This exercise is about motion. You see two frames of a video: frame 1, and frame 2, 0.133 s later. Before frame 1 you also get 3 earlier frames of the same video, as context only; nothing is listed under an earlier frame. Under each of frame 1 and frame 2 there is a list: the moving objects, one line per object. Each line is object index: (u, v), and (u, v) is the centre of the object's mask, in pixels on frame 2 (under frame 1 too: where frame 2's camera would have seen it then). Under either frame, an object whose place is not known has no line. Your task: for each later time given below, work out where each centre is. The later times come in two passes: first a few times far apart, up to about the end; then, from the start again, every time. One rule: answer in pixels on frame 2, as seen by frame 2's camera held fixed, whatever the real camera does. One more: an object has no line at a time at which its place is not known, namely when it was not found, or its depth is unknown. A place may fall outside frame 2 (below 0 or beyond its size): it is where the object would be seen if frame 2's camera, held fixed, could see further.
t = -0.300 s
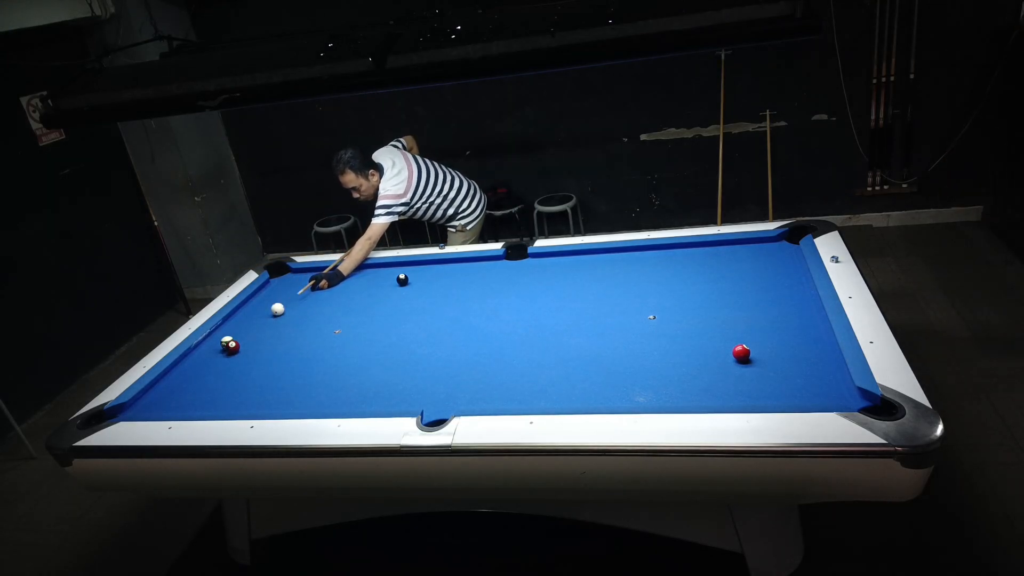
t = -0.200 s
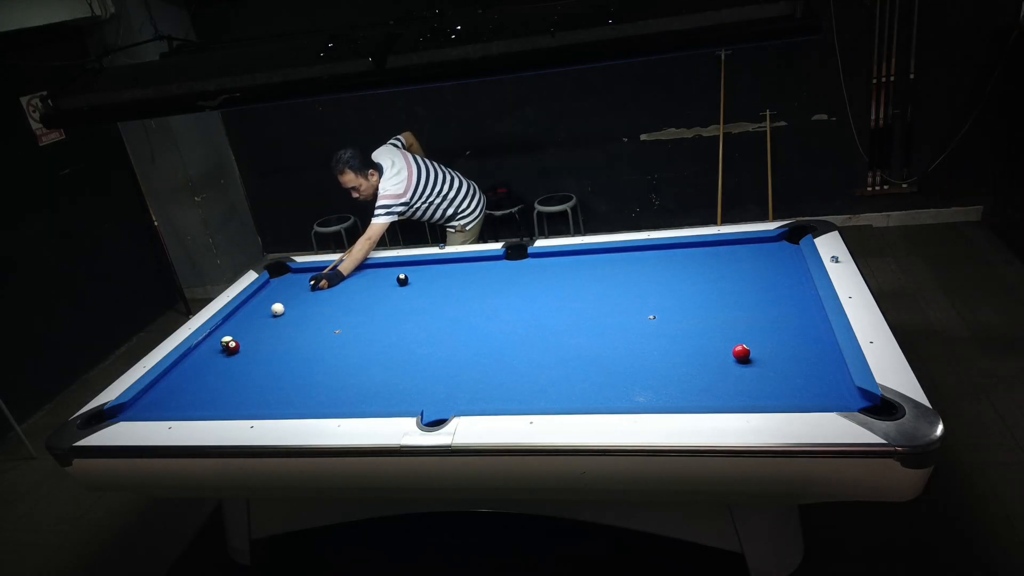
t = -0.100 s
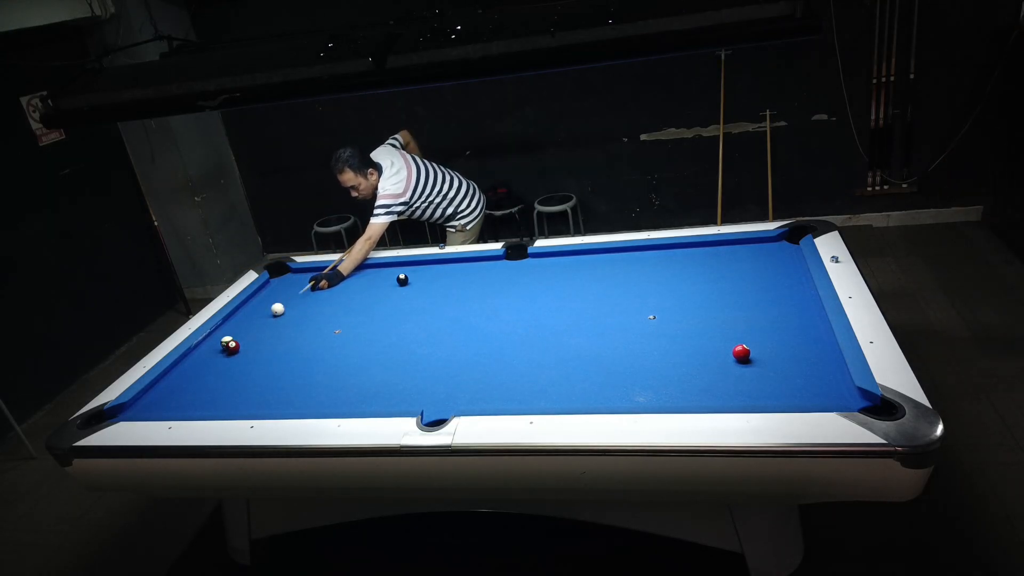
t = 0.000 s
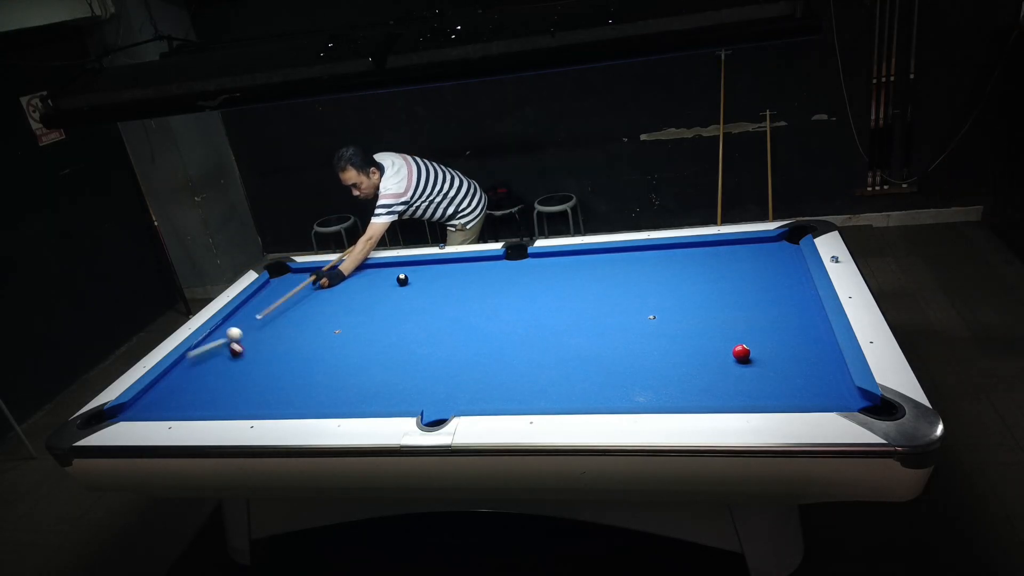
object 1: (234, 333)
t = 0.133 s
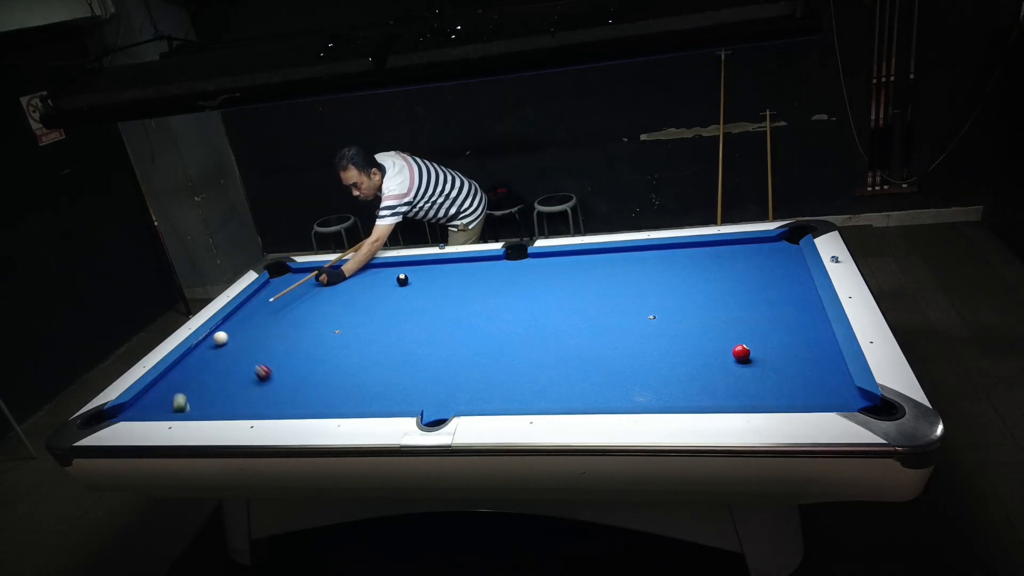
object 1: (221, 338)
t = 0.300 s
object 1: (205, 342)
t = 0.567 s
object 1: (214, 342)
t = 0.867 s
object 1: (230, 340)
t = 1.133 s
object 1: (242, 339)
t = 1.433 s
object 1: (255, 337)
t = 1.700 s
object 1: (265, 336)
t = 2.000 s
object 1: (274, 335)
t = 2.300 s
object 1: (282, 334)
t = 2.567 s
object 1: (287, 333)
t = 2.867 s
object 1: (290, 333)
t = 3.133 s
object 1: (292, 333)
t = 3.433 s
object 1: (292, 333)
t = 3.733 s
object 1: (292, 333)
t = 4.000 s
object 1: (292, 333)
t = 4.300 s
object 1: (292, 333)
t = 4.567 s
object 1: (292, 333)
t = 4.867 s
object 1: (292, 333)
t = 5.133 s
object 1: (292, 333)
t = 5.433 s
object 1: (292, 333)
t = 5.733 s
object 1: (292, 333)
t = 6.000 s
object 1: (292, 333)
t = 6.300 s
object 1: (292, 333)
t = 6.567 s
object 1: (292, 333)
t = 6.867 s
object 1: (292, 333)
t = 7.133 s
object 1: (292, 333)
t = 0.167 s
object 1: (217, 339)
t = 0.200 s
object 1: (214, 340)
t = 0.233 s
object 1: (211, 341)
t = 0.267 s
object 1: (208, 341)
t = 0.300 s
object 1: (205, 342)
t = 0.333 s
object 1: (202, 343)
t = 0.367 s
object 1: (202, 343)
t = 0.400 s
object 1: (204, 343)
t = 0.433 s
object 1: (206, 342)
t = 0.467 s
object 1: (208, 342)
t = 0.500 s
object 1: (210, 342)
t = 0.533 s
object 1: (212, 342)
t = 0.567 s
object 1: (214, 342)
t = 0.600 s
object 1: (216, 341)
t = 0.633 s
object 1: (217, 341)
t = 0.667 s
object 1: (219, 341)
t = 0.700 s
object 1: (221, 341)
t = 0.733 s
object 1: (223, 341)
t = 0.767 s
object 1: (224, 341)
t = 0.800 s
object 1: (226, 340)
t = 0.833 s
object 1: (228, 340)
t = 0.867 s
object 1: (230, 340)
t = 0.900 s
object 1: (231, 340)
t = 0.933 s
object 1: (233, 340)
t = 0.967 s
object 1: (234, 340)
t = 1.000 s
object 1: (236, 339)
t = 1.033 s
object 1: (238, 339)
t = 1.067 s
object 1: (239, 339)
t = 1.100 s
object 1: (241, 339)
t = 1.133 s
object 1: (242, 339)
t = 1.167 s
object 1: (244, 338)
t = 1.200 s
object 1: (245, 338)
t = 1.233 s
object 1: (247, 338)
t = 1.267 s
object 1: (248, 338)
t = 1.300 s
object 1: (249, 338)
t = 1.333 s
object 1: (251, 338)
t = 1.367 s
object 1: (252, 338)
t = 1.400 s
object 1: (253, 337)
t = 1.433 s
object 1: (255, 337)
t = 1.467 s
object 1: (256, 337)
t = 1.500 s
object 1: (257, 337)
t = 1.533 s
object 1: (259, 337)
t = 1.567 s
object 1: (260, 337)
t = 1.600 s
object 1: (261, 337)
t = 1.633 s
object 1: (262, 336)
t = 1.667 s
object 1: (263, 336)
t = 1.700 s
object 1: (265, 336)
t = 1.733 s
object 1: (266, 336)
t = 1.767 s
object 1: (267, 336)
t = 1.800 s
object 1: (268, 336)
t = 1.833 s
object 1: (269, 335)
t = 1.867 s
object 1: (270, 335)
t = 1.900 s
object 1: (271, 335)
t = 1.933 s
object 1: (272, 335)
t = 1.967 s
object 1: (273, 335)
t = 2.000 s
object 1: (274, 335)
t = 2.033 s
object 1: (275, 335)
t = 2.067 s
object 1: (276, 334)
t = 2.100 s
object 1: (277, 334)
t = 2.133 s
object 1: (278, 334)
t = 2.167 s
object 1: (278, 334)
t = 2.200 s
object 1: (279, 334)
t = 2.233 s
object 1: (280, 334)
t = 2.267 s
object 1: (281, 334)
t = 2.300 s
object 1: (282, 334)
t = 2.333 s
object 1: (282, 333)
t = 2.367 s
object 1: (283, 333)
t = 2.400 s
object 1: (284, 333)
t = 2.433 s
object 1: (284, 333)
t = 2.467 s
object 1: (285, 333)
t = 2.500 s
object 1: (285, 333)
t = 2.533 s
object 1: (286, 333)
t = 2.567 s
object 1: (287, 333)
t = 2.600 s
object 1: (287, 333)
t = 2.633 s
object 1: (288, 333)
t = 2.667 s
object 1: (288, 333)
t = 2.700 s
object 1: (289, 333)
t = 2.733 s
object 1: (289, 333)
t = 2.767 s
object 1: (289, 333)
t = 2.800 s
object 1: (290, 333)
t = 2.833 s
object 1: (290, 333)
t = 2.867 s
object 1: (290, 333)
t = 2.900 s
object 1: (291, 333)
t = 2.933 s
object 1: (291, 333)
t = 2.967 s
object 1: (291, 333)
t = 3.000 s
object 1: (291, 333)
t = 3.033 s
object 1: (292, 333)
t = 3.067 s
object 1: (292, 333)
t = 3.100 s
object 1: (292, 333)
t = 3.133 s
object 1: (292, 333)
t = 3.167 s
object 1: (292, 333)
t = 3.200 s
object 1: (292, 333)
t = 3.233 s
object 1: (292, 333)
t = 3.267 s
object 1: (292, 333)
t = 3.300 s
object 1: (292, 333)
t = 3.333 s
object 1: (292, 333)
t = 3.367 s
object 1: (292, 333)
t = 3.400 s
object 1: (292, 333)
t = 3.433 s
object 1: (292, 333)
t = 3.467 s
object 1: (292, 333)
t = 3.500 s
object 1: (292, 333)
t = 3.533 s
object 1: (292, 333)
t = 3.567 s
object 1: (292, 333)
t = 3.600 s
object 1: (292, 333)
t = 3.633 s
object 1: (292, 333)
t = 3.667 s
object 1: (292, 333)
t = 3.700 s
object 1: (292, 333)
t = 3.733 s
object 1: (292, 333)
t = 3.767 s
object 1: (292, 333)
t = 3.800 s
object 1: (292, 333)
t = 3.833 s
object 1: (292, 333)
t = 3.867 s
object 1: (292, 333)
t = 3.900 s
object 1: (292, 333)
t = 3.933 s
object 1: (292, 333)
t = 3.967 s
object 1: (292, 333)
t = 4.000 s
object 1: (292, 333)
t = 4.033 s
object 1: (292, 333)
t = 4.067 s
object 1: (292, 333)
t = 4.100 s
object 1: (292, 333)
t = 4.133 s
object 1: (292, 333)
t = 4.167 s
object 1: (292, 333)
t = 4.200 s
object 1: (292, 333)
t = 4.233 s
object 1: (292, 333)
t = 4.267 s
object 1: (292, 333)
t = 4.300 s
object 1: (292, 333)
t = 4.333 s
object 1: (292, 333)
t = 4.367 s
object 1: (292, 333)
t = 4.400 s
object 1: (292, 333)
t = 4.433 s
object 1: (292, 333)
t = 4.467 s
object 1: (292, 333)
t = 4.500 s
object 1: (292, 333)
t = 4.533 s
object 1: (292, 333)
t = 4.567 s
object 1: (292, 333)
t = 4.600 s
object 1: (292, 333)
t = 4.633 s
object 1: (292, 333)
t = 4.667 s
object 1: (292, 333)
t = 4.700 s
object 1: (292, 333)
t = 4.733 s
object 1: (292, 333)
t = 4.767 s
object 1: (292, 333)
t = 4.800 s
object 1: (292, 333)
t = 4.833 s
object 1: (292, 333)
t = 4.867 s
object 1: (292, 333)
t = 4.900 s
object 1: (292, 333)
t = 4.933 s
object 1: (292, 333)
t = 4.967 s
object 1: (292, 333)
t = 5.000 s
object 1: (292, 333)
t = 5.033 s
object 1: (292, 333)
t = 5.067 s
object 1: (292, 333)
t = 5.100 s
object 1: (292, 333)
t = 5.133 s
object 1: (292, 333)
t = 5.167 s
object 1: (292, 333)
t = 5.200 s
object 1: (292, 333)
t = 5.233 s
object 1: (292, 333)
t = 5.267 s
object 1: (292, 333)
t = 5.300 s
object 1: (292, 333)
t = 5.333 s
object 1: (292, 333)
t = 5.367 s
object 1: (292, 333)
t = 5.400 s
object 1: (292, 333)
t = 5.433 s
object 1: (292, 333)
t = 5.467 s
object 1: (292, 333)
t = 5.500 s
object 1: (292, 333)
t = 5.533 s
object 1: (292, 333)
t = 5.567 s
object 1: (292, 333)
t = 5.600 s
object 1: (292, 333)
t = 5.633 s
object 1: (292, 333)
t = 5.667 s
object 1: (292, 333)
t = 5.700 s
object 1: (292, 333)
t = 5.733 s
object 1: (292, 333)
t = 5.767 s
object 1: (292, 333)
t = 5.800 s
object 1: (292, 333)
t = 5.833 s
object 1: (292, 333)
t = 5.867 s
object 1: (292, 333)
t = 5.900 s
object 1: (292, 333)
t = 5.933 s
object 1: (292, 333)
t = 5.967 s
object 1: (292, 333)
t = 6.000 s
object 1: (292, 333)
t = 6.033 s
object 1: (292, 333)
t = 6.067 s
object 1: (292, 333)
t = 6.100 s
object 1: (292, 333)
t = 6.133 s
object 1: (292, 333)
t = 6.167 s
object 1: (292, 333)
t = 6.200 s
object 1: (292, 333)
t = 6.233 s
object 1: (292, 333)
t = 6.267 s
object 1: (292, 333)
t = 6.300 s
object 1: (292, 333)
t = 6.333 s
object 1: (292, 333)
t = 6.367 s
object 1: (292, 333)
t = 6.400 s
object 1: (292, 333)
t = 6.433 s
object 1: (292, 333)
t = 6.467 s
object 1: (292, 333)
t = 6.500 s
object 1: (292, 333)
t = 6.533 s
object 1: (292, 333)
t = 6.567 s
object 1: (292, 333)
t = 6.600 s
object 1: (292, 333)
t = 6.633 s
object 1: (292, 333)
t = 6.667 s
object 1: (292, 333)
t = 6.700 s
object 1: (292, 333)
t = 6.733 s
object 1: (292, 333)
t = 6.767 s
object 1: (292, 333)
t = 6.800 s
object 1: (292, 333)
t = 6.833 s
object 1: (292, 333)
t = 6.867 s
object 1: (292, 333)
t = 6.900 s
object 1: (292, 333)
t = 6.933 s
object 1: (292, 333)
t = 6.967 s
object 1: (292, 333)
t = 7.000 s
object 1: (292, 333)
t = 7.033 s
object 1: (292, 333)
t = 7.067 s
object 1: (292, 333)
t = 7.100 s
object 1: (292, 333)
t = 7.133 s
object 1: (292, 333)
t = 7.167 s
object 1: (292, 333)
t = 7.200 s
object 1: (292, 333)
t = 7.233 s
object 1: (292, 333)
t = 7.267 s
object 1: (292, 333)
